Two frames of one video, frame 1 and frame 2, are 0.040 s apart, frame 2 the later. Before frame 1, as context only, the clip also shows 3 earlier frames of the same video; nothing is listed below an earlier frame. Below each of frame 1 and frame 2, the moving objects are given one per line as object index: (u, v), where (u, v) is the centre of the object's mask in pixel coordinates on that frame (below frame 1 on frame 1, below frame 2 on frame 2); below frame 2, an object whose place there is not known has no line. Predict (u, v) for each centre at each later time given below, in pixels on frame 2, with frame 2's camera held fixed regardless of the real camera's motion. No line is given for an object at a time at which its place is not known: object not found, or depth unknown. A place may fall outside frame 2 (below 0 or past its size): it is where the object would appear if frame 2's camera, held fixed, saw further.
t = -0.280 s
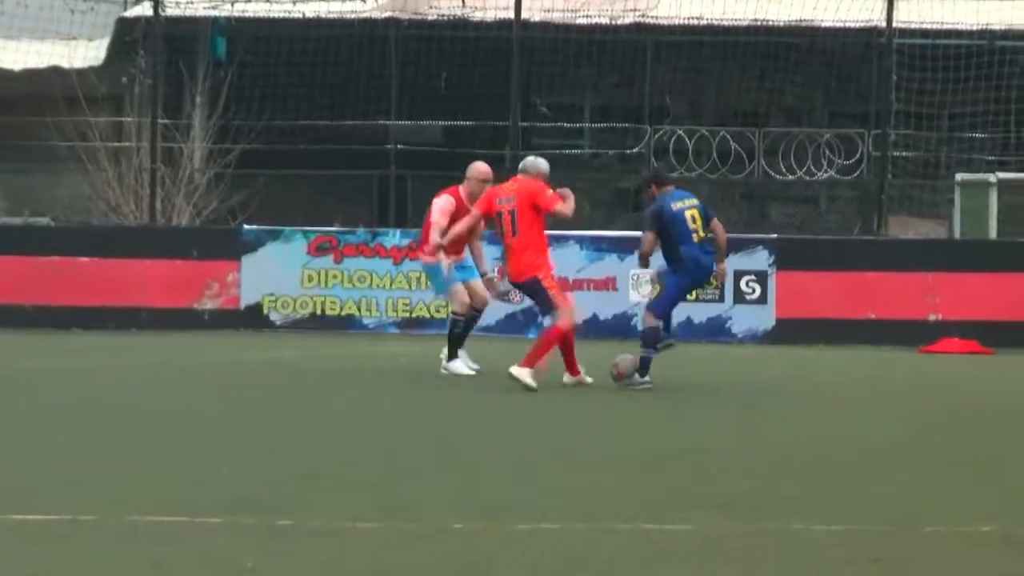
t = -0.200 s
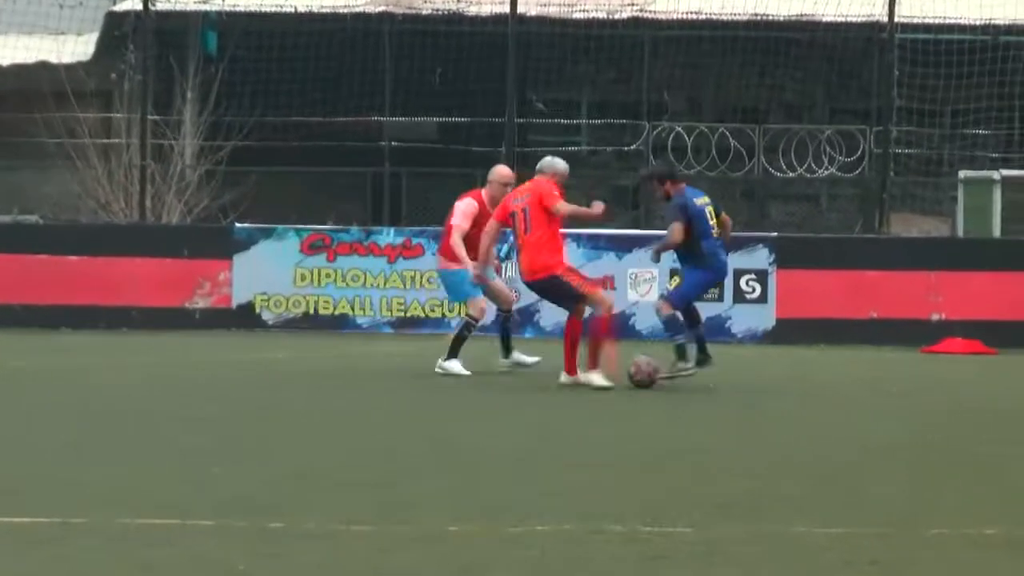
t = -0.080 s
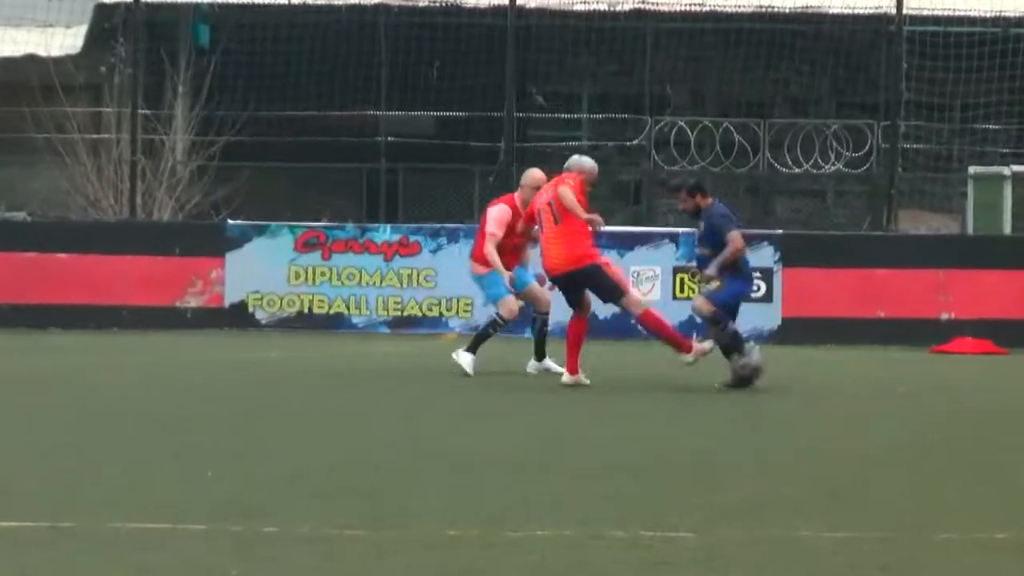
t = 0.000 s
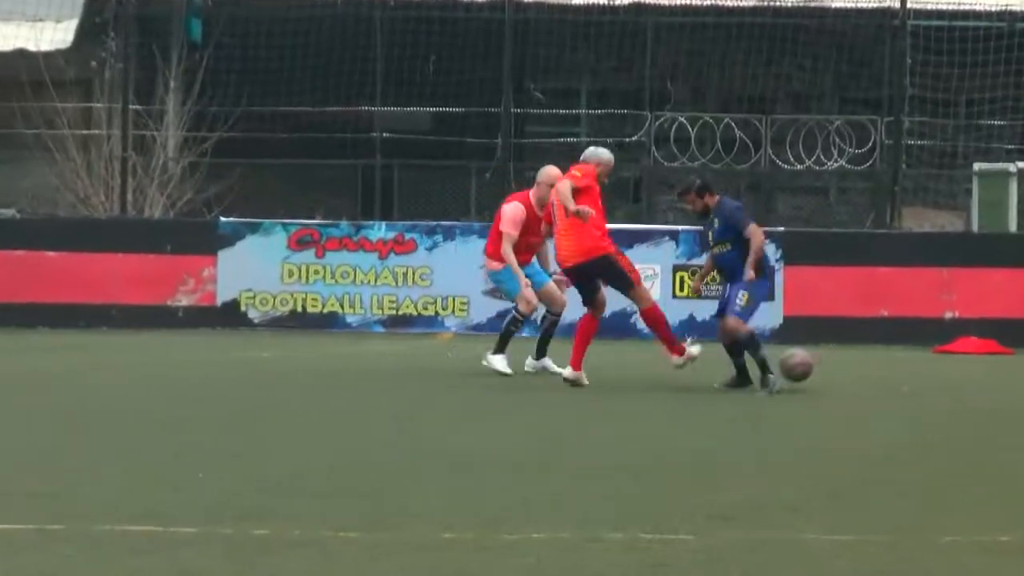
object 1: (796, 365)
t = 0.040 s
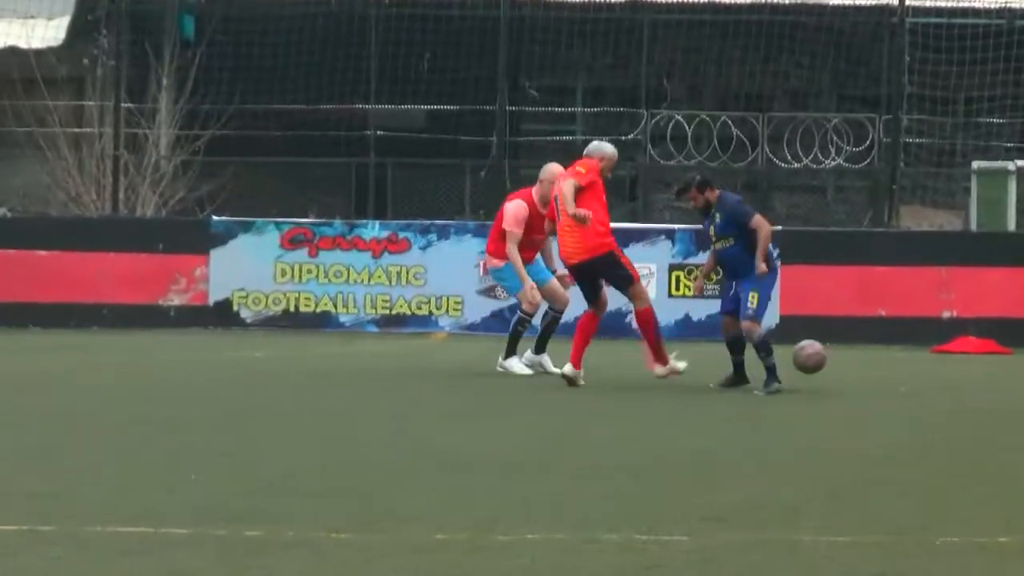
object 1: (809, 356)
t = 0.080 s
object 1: (826, 352)
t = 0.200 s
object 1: (876, 354)
